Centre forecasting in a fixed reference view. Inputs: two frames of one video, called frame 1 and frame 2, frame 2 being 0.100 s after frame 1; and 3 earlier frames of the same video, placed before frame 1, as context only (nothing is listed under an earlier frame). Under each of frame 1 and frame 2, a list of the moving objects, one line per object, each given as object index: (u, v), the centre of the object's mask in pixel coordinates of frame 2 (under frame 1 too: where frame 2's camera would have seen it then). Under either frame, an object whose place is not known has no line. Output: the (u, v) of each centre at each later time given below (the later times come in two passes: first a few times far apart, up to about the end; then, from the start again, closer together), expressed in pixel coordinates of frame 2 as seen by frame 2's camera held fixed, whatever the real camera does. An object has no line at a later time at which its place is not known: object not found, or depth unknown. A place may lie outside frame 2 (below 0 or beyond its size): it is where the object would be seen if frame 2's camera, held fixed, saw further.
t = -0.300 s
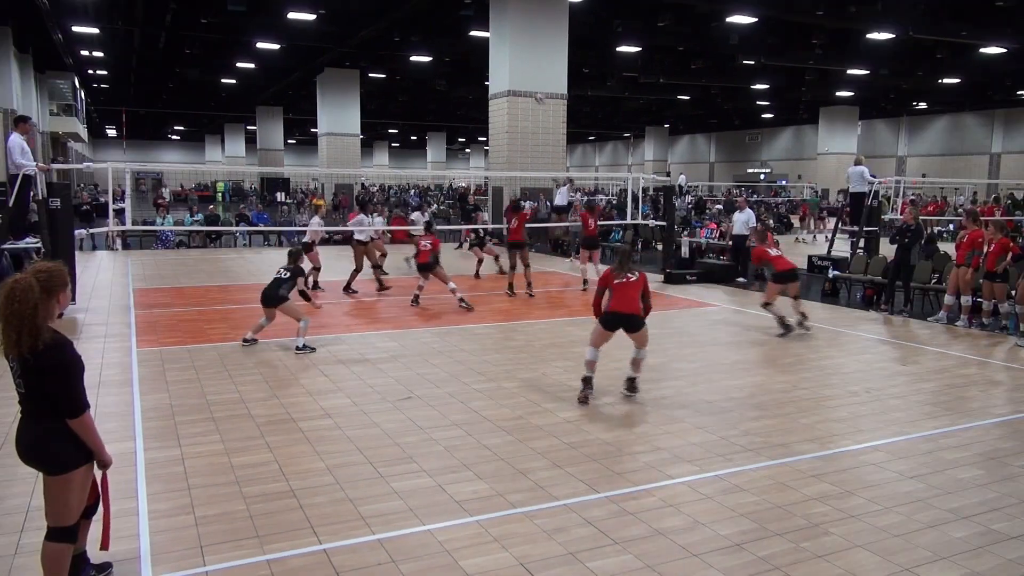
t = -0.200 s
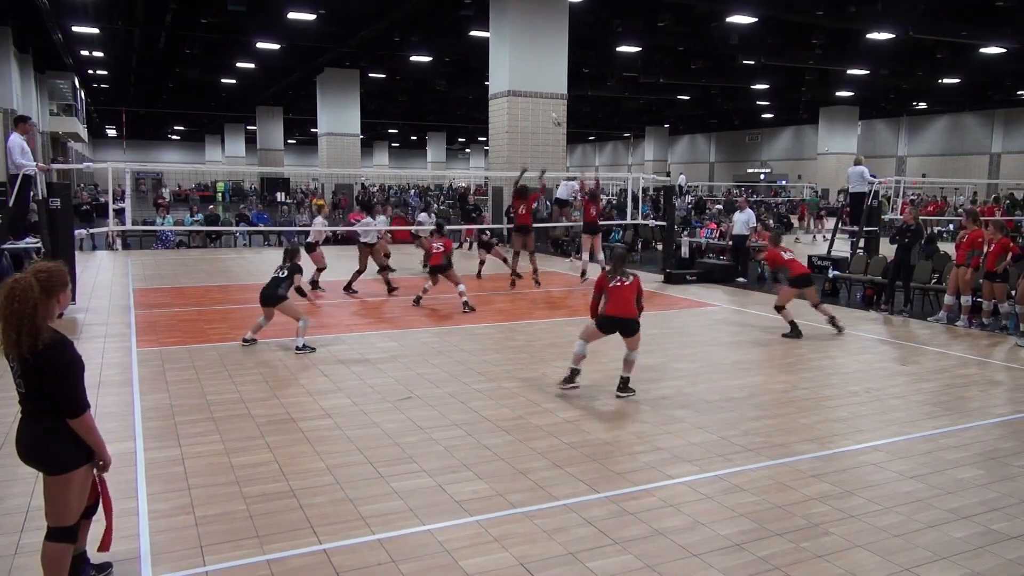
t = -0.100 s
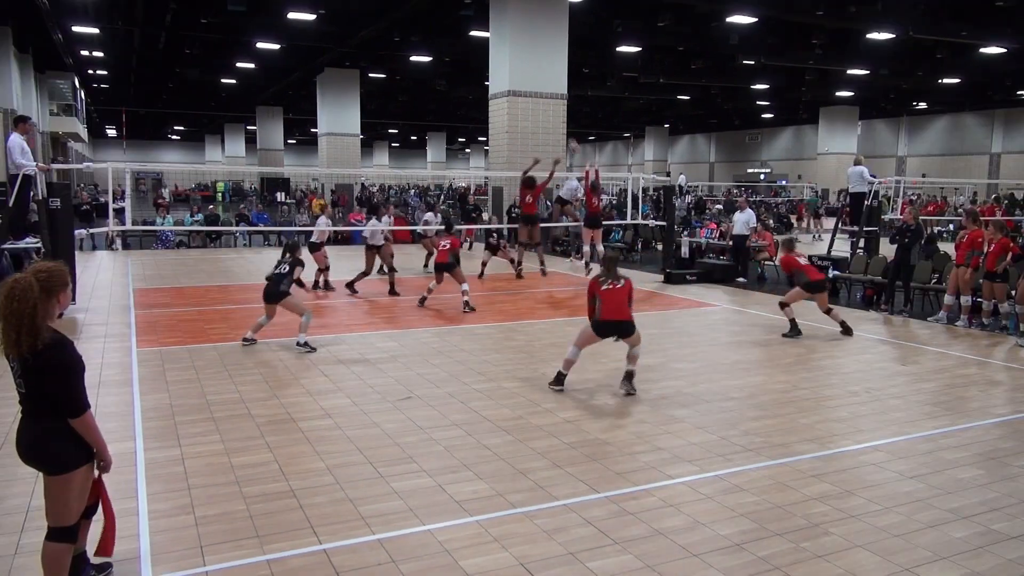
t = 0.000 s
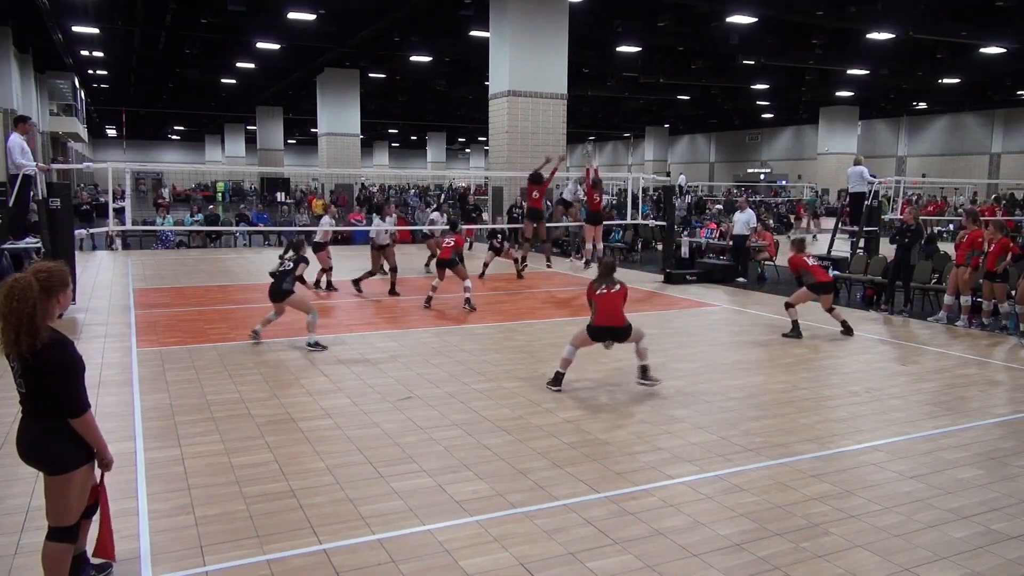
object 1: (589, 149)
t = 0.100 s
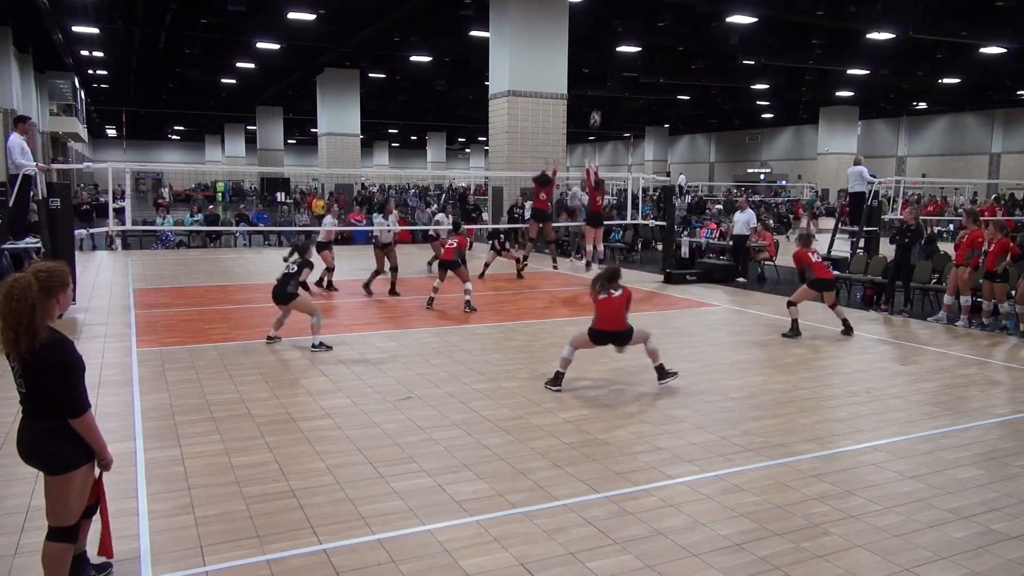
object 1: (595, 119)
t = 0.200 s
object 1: (603, 91)
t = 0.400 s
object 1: (619, 48)
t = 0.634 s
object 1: (644, 23)
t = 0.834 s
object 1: (669, 35)
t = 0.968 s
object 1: (689, 67)
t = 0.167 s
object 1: (600, 100)
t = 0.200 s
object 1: (603, 91)
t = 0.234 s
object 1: (605, 82)
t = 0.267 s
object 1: (608, 75)
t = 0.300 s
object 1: (611, 67)
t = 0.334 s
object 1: (613, 61)
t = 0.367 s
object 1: (616, 54)
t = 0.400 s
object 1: (619, 48)
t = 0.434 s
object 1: (623, 41)
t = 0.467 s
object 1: (626, 37)
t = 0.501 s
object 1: (629, 33)
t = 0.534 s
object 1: (633, 29)
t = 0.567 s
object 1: (636, 27)
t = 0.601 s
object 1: (640, 24)
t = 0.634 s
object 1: (644, 23)
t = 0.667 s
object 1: (648, 23)
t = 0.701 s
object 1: (652, 23)
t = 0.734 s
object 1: (656, 24)
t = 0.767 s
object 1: (661, 27)
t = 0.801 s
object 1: (665, 30)
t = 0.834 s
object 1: (669, 35)
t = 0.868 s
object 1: (674, 41)
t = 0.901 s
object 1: (679, 48)
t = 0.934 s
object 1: (684, 57)
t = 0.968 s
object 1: (689, 67)
